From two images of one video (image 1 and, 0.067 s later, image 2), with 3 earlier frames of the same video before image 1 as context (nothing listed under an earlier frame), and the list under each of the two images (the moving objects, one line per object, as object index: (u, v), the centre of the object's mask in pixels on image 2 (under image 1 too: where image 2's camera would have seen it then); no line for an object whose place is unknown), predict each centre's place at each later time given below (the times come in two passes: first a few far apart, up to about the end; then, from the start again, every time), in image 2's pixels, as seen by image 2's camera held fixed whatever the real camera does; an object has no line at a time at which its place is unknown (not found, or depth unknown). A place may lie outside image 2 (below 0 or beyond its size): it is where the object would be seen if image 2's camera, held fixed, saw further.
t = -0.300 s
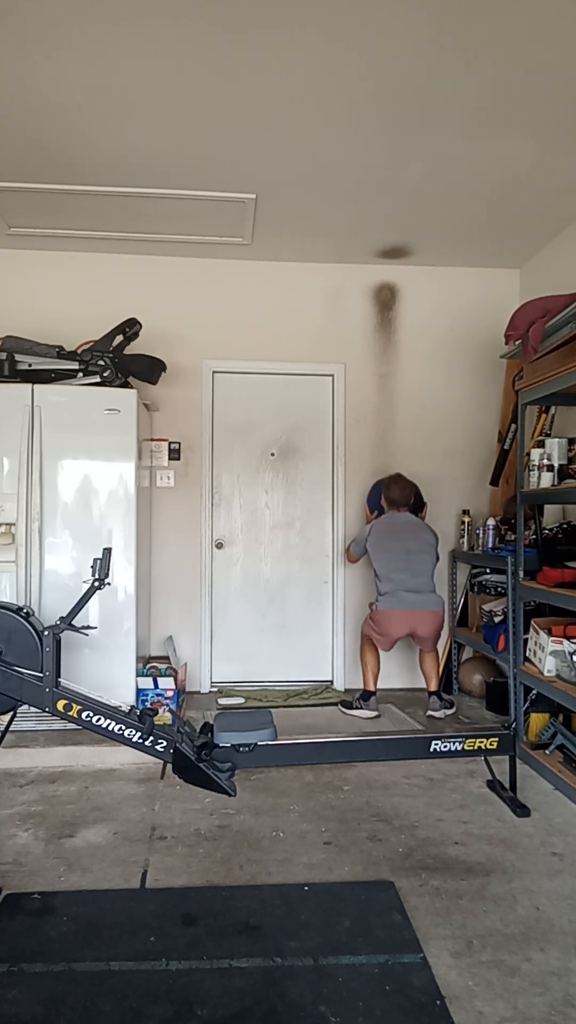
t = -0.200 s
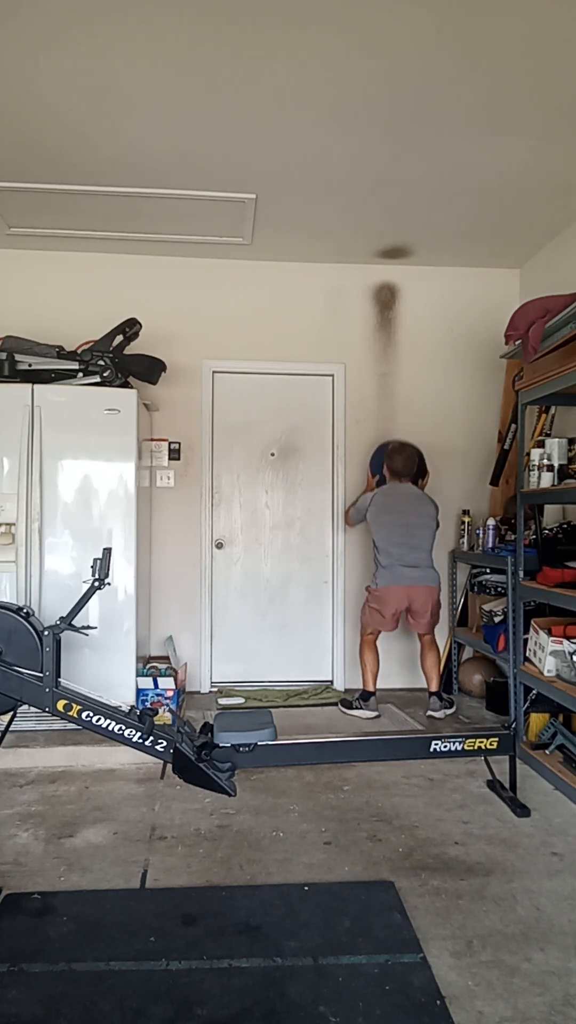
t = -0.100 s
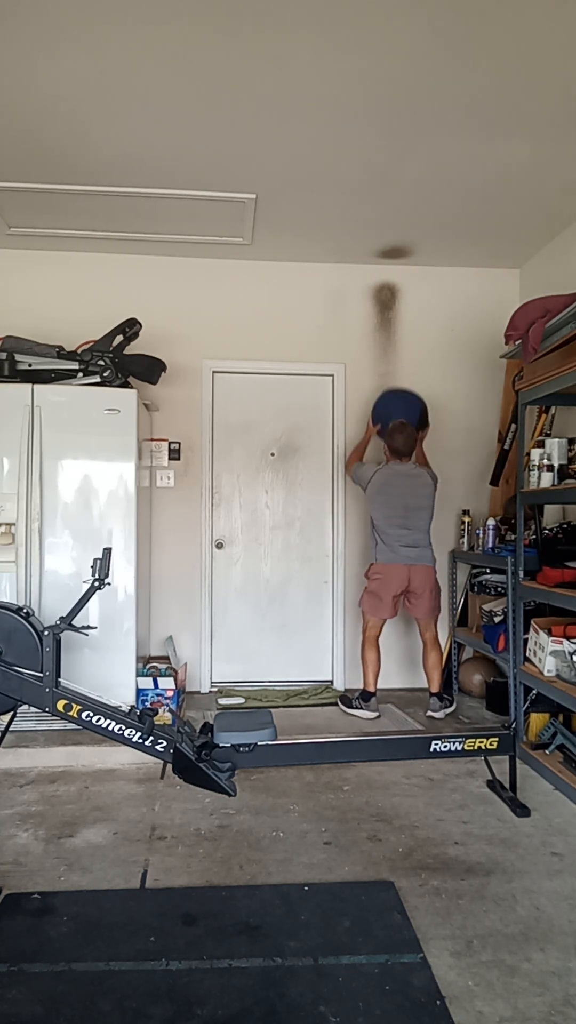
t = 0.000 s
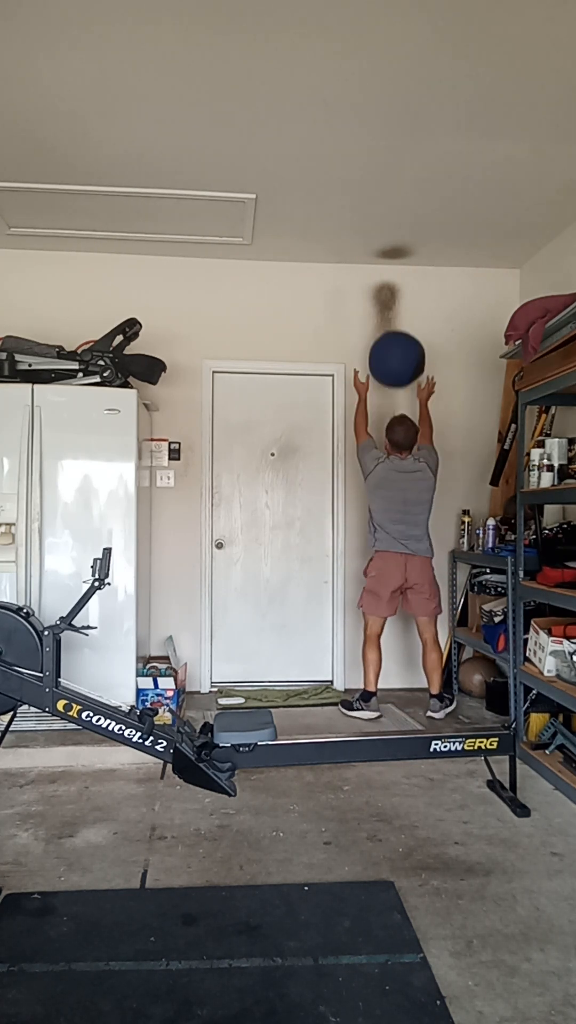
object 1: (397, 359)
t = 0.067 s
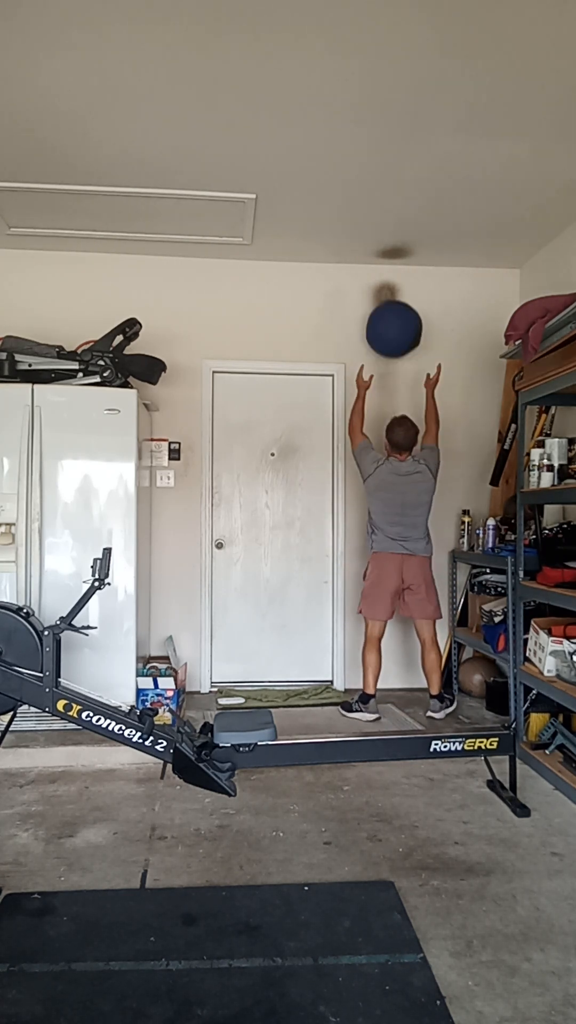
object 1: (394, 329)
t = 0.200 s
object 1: (388, 292)
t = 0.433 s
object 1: (387, 295)
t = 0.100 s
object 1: (392, 317)
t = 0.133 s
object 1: (391, 307)
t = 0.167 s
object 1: (390, 298)
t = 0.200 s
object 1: (388, 292)
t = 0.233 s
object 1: (387, 287)
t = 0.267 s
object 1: (387, 284)
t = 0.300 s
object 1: (387, 282)
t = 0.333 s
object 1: (387, 283)
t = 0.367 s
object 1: (387, 285)
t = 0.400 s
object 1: (387, 289)
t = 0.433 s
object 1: (387, 295)
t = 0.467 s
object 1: (387, 302)
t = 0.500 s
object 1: (387, 312)
